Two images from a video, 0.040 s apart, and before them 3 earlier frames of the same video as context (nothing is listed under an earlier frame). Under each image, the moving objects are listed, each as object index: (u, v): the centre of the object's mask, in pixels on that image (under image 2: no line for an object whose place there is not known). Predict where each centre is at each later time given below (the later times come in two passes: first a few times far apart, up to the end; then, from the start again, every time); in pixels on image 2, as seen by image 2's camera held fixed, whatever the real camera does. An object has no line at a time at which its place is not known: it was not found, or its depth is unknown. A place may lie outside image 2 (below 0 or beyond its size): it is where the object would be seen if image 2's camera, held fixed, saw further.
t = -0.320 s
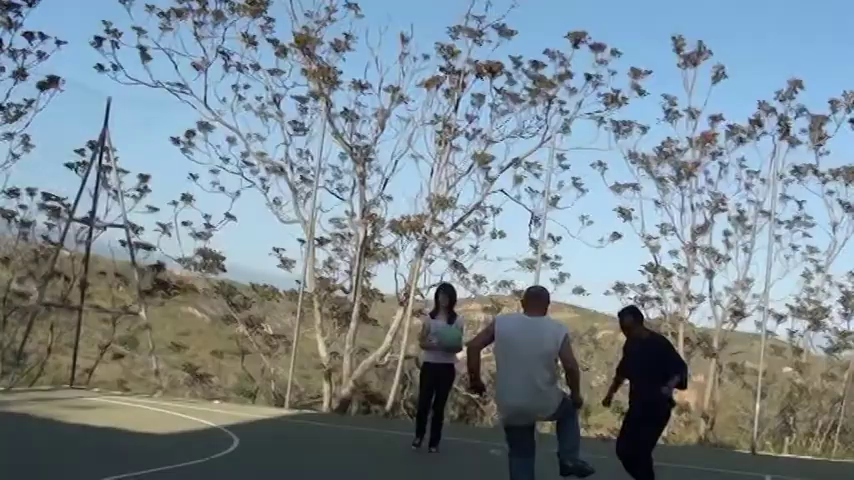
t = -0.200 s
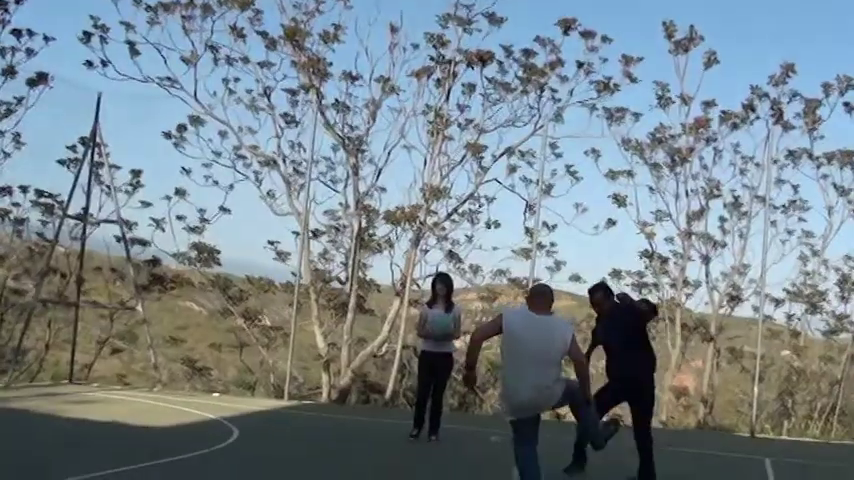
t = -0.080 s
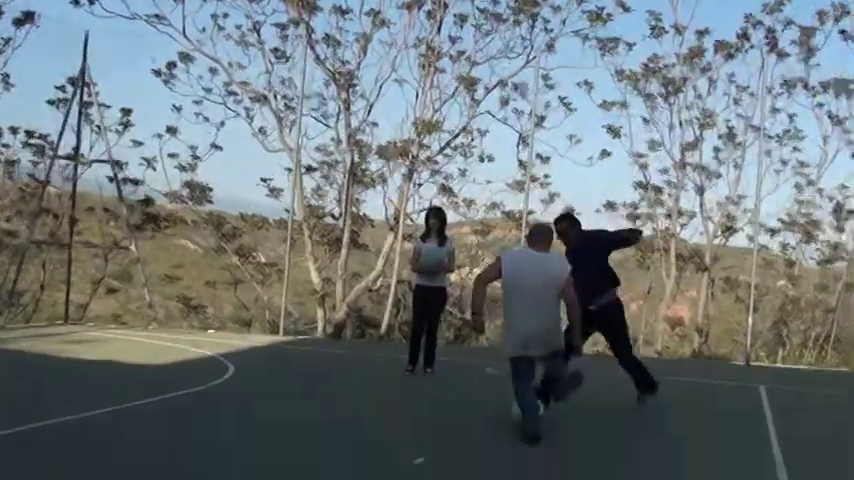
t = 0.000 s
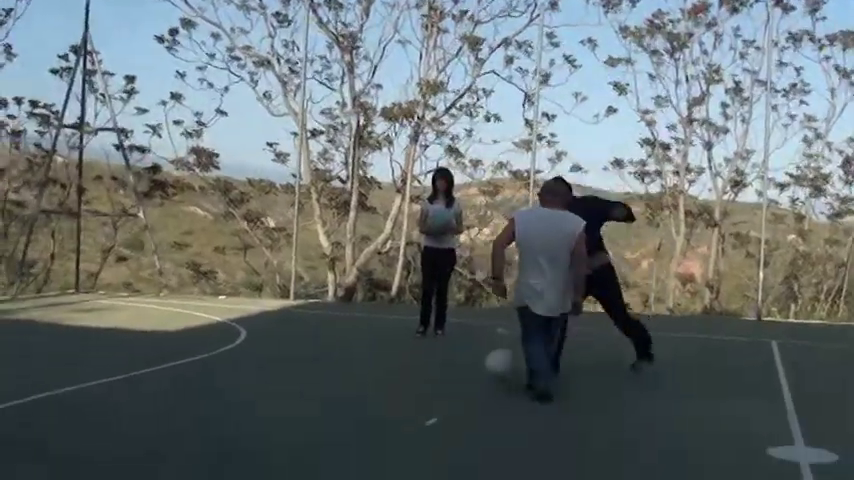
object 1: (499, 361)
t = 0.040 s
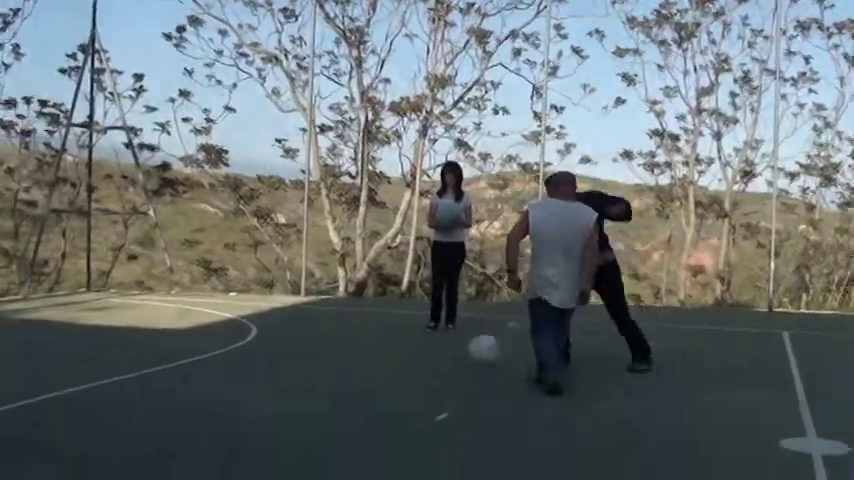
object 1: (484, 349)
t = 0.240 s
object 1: (331, 346)
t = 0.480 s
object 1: (146, 362)
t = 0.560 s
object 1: (92, 357)
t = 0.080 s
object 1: (455, 343)
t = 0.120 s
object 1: (425, 340)
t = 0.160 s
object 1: (395, 341)
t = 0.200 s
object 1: (363, 342)
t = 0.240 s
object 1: (331, 346)
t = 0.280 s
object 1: (299, 353)
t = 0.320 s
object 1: (266, 362)
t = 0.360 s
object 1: (232, 372)
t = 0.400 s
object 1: (201, 384)
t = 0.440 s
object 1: (173, 371)
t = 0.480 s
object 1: (146, 362)
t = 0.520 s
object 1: (119, 359)
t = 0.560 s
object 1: (92, 357)
